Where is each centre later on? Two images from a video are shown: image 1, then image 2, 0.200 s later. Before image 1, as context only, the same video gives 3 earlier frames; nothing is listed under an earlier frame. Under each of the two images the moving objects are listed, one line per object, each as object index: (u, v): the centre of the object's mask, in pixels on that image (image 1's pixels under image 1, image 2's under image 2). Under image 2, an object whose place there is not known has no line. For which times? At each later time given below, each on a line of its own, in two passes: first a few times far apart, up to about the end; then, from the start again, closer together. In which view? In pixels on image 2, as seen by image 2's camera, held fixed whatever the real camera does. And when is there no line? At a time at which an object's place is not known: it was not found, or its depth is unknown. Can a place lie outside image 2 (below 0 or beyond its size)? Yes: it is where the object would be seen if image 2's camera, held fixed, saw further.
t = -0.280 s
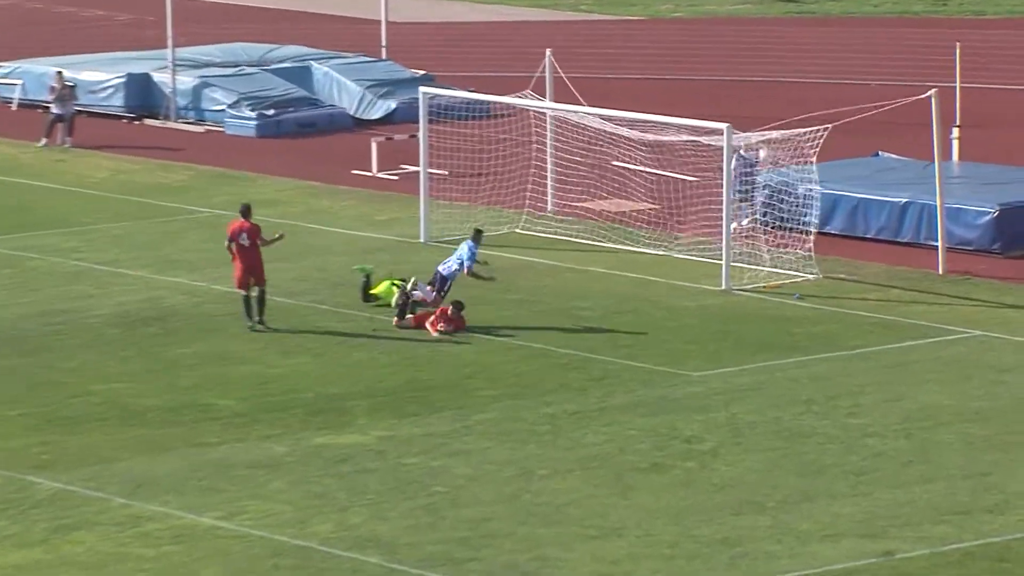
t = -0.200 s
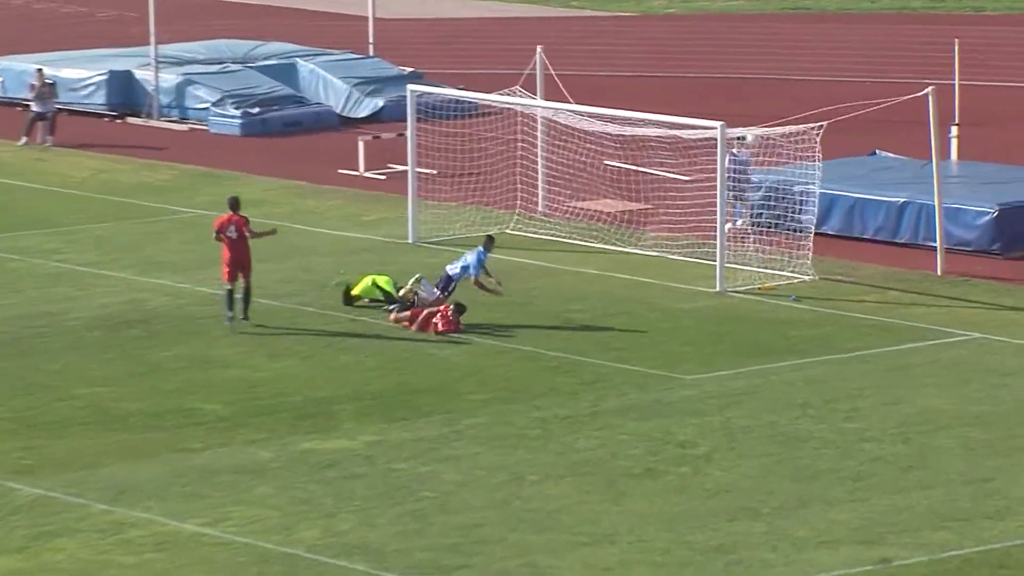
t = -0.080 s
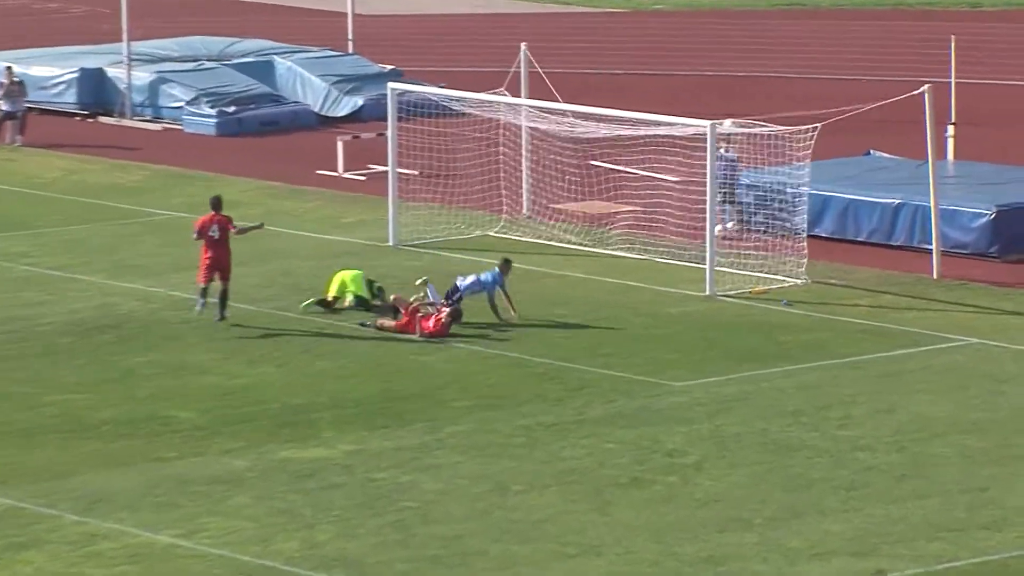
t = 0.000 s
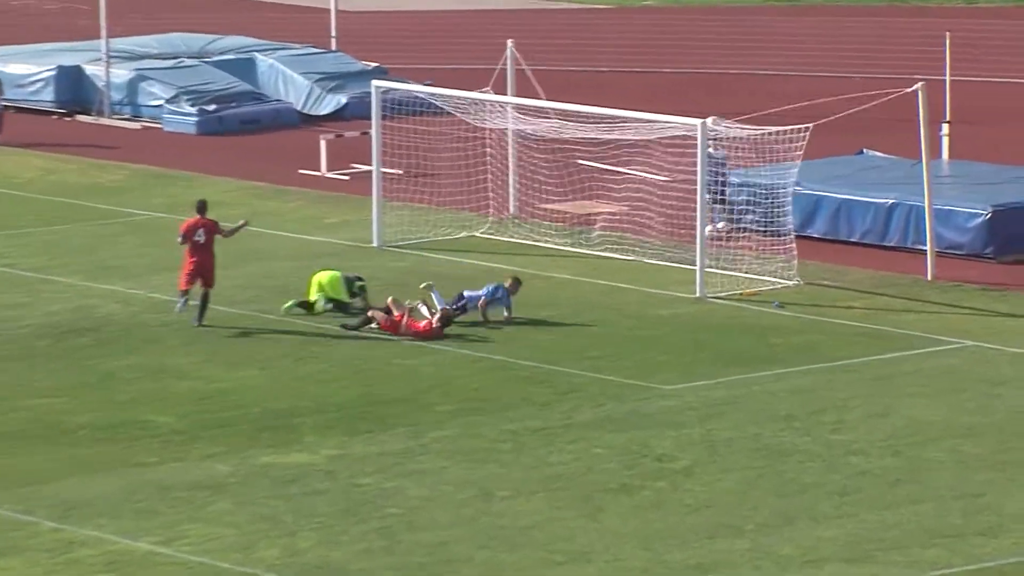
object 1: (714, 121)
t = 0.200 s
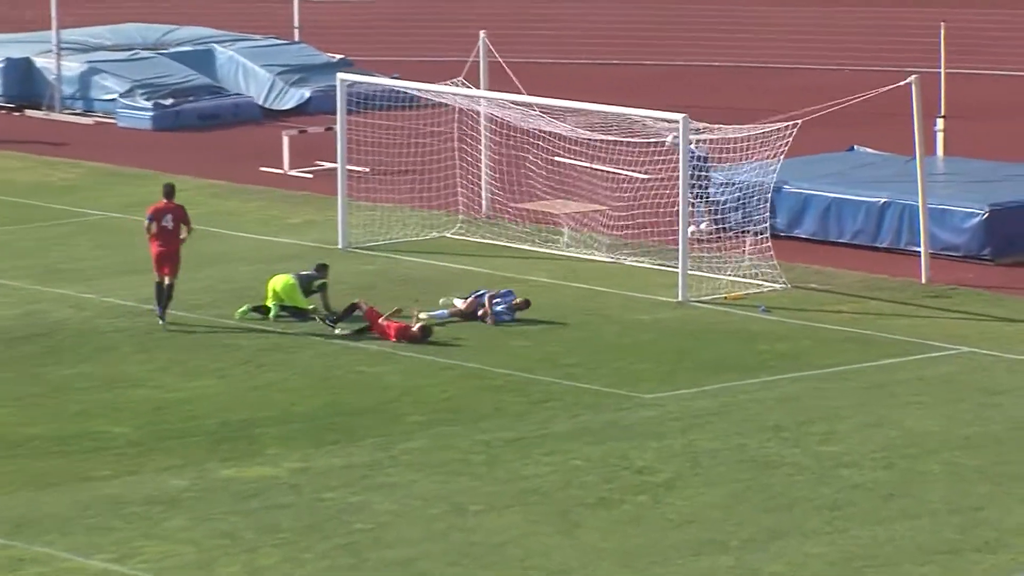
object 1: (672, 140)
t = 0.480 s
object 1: (641, 217)
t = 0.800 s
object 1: (620, 247)
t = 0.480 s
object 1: (641, 217)
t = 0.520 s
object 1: (637, 232)
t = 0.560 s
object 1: (632, 248)
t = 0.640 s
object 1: (624, 283)
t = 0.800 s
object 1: (620, 247)
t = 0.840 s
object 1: (619, 239)
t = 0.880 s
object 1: (617, 233)
